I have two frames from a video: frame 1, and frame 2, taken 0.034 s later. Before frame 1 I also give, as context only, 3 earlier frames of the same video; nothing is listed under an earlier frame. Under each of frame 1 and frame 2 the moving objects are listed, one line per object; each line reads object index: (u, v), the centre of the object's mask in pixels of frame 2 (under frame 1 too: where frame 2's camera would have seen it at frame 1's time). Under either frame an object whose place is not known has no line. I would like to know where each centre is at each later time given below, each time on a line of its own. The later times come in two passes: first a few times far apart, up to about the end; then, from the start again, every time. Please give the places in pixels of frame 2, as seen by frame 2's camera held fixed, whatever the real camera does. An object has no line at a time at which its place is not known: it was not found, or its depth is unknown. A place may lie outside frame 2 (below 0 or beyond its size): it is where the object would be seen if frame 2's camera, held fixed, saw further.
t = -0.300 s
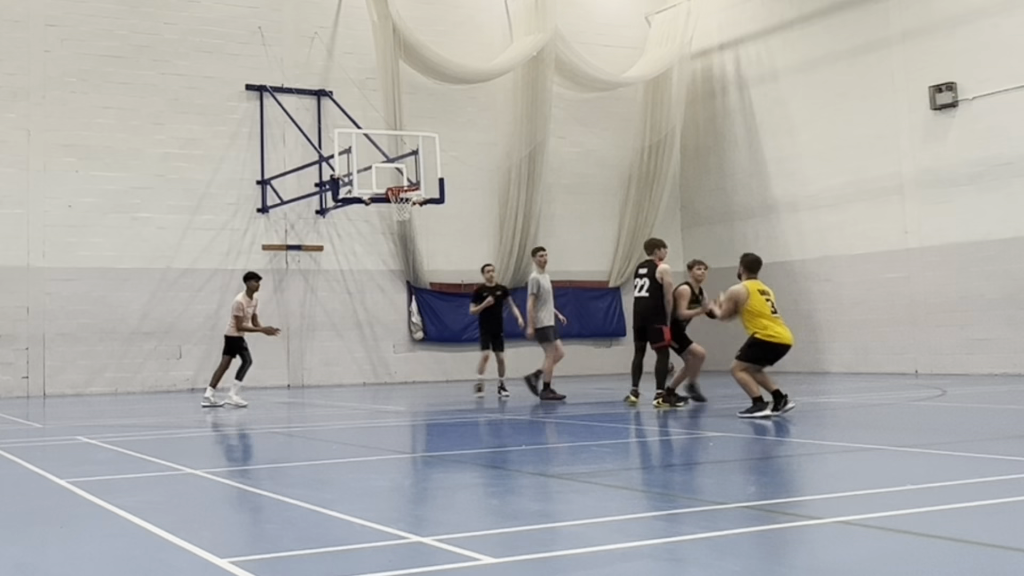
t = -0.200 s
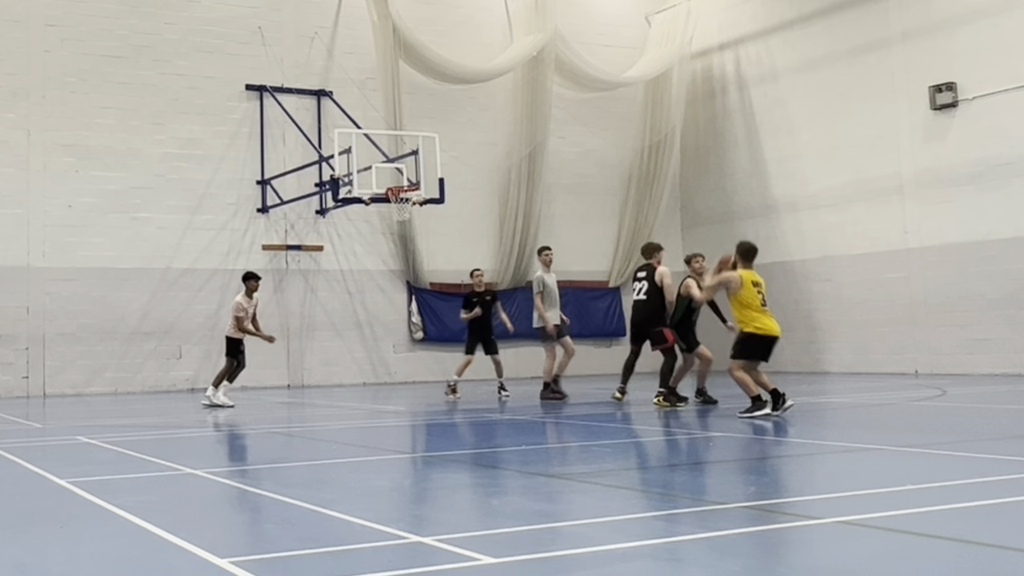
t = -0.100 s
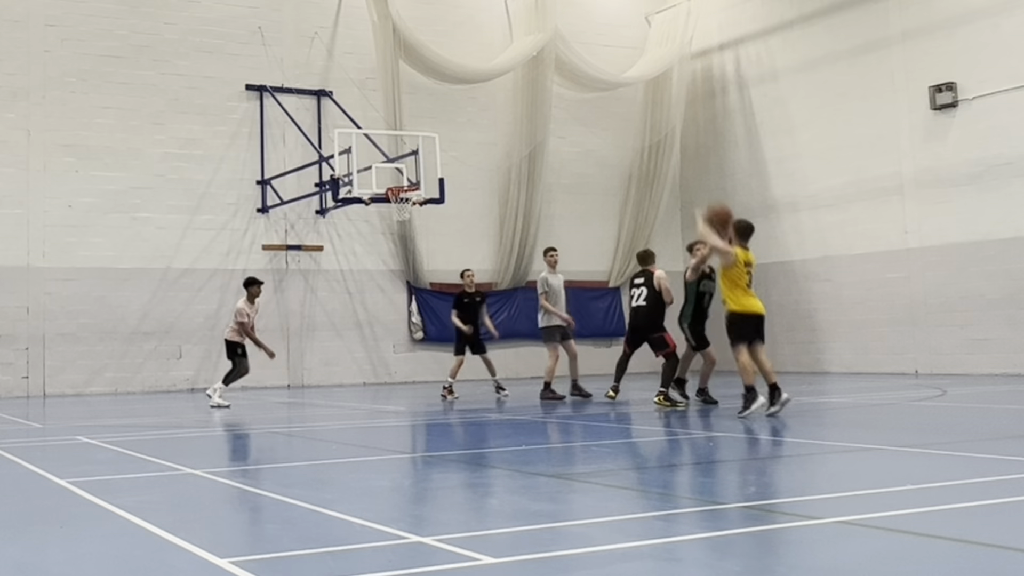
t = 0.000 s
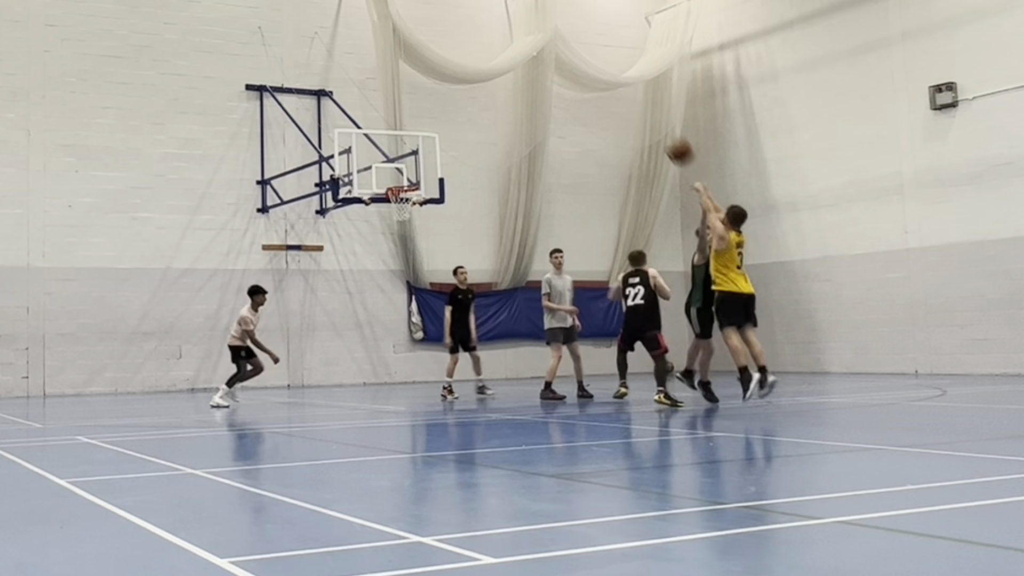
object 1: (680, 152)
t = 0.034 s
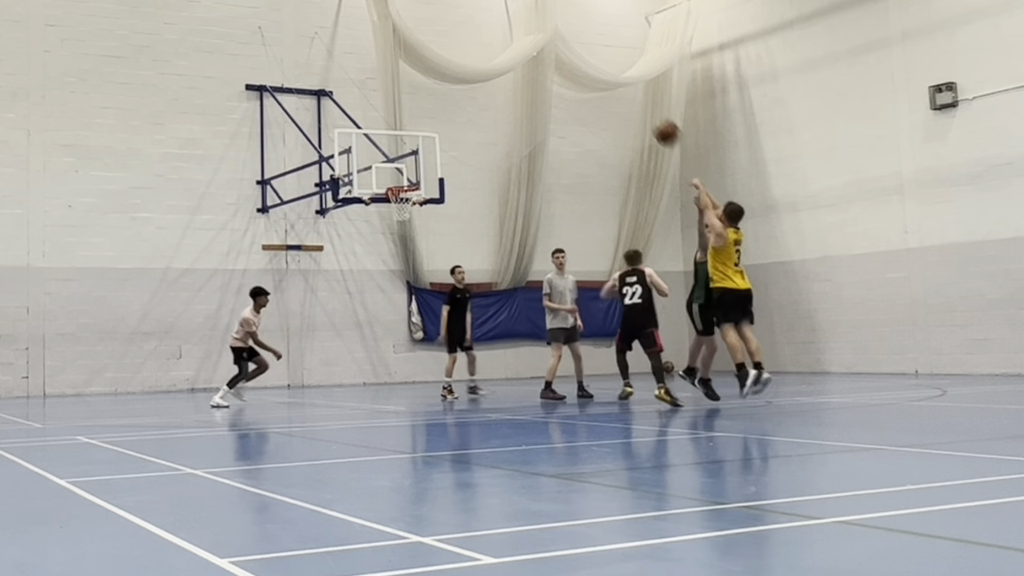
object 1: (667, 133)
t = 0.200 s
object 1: (609, 64)
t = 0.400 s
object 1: (553, 24)
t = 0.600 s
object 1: (507, 21)
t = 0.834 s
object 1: (463, 54)
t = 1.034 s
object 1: (432, 108)
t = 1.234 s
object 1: (405, 180)
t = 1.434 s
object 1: (393, 223)
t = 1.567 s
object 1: (388, 251)
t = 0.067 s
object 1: (655, 116)
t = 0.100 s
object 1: (643, 101)
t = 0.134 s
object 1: (631, 87)
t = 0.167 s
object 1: (620, 75)
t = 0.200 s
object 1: (609, 64)
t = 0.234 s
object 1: (599, 54)
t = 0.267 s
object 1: (589, 46)
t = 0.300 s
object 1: (580, 39)
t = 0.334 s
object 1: (570, 33)
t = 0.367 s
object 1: (561, 28)
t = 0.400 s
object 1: (553, 24)
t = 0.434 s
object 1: (544, 21)
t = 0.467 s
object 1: (537, 19)
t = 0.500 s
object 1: (529, 18)
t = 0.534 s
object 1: (521, 19)
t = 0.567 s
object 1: (514, 19)
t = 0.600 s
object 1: (507, 21)
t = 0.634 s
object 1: (500, 24)
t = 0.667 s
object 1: (494, 27)
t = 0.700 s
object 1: (487, 31)
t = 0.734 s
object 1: (481, 36)
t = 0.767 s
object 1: (475, 41)
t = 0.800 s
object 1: (469, 47)
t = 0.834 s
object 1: (463, 54)
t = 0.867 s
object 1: (458, 61)
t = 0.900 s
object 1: (452, 70)
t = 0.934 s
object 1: (447, 78)
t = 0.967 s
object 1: (442, 88)
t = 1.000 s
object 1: (437, 98)
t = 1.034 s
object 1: (432, 108)
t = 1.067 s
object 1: (428, 118)
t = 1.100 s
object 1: (423, 130)
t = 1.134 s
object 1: (418, 142)
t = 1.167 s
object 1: (414, 153)
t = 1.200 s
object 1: (410, 166)
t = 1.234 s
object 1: (405, 180)
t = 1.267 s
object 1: (401, 194)
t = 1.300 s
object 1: (398, 206)
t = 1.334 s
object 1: (397, 208)
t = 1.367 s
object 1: (395, 213)
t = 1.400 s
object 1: (394, 218)
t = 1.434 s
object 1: (393, 223)
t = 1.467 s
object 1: (391, 229)
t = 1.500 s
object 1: (390, 236)
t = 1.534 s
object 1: (389, 243)
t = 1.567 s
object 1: (388, 251)
